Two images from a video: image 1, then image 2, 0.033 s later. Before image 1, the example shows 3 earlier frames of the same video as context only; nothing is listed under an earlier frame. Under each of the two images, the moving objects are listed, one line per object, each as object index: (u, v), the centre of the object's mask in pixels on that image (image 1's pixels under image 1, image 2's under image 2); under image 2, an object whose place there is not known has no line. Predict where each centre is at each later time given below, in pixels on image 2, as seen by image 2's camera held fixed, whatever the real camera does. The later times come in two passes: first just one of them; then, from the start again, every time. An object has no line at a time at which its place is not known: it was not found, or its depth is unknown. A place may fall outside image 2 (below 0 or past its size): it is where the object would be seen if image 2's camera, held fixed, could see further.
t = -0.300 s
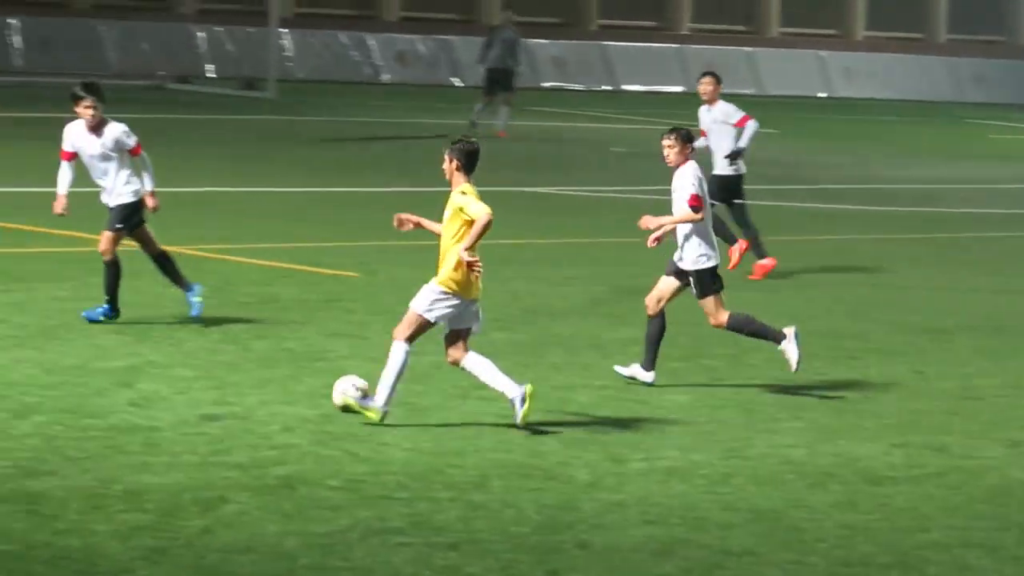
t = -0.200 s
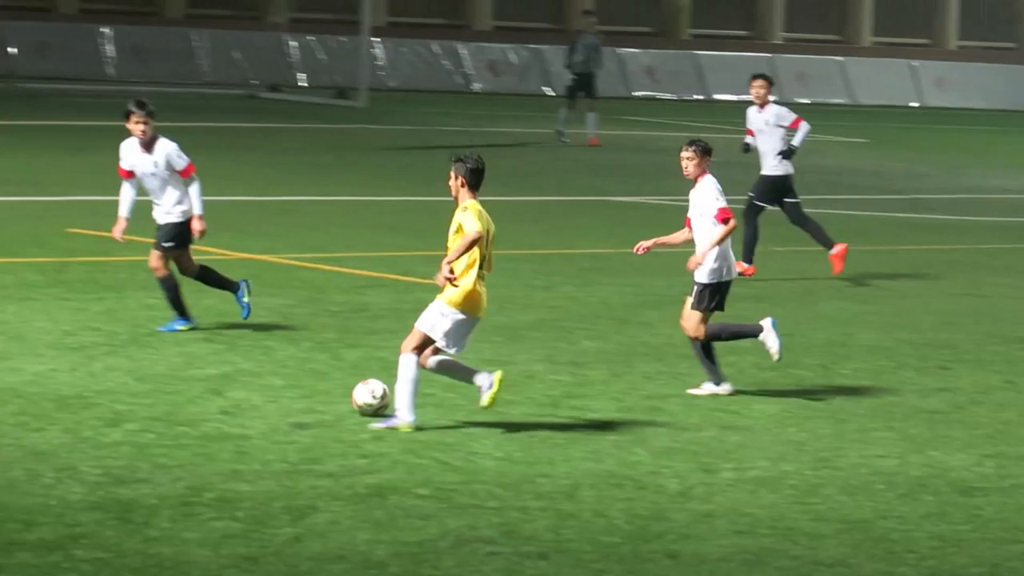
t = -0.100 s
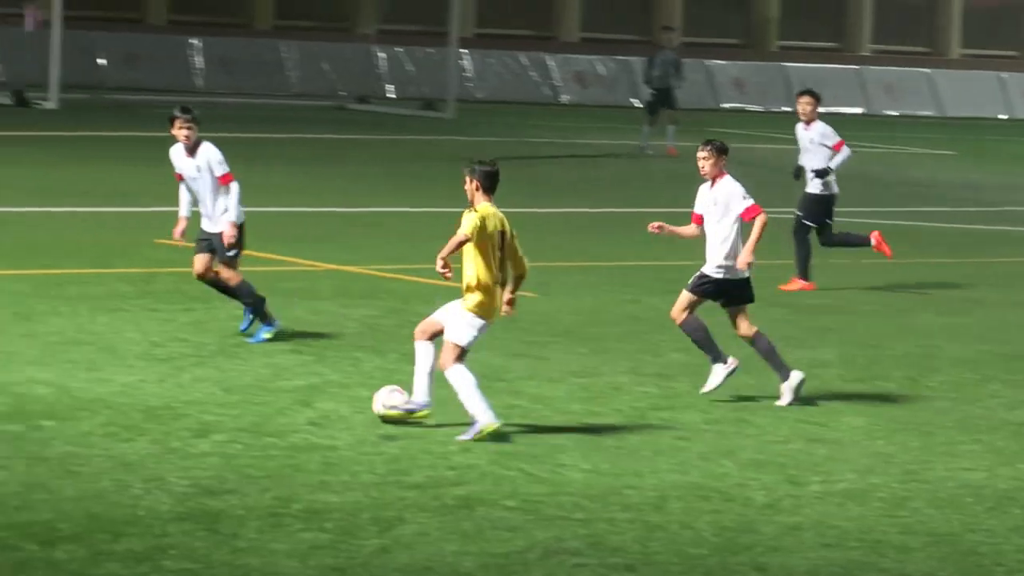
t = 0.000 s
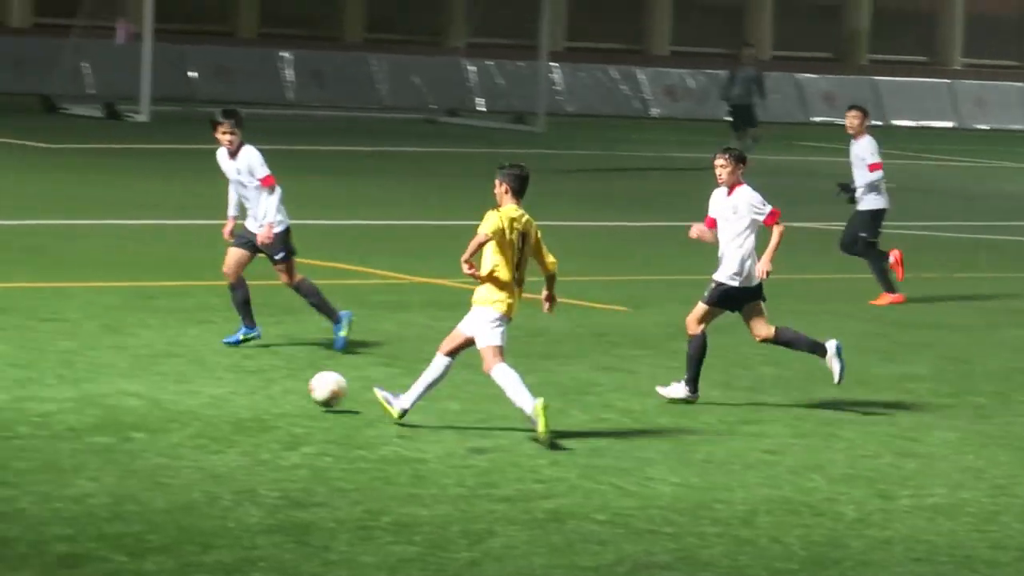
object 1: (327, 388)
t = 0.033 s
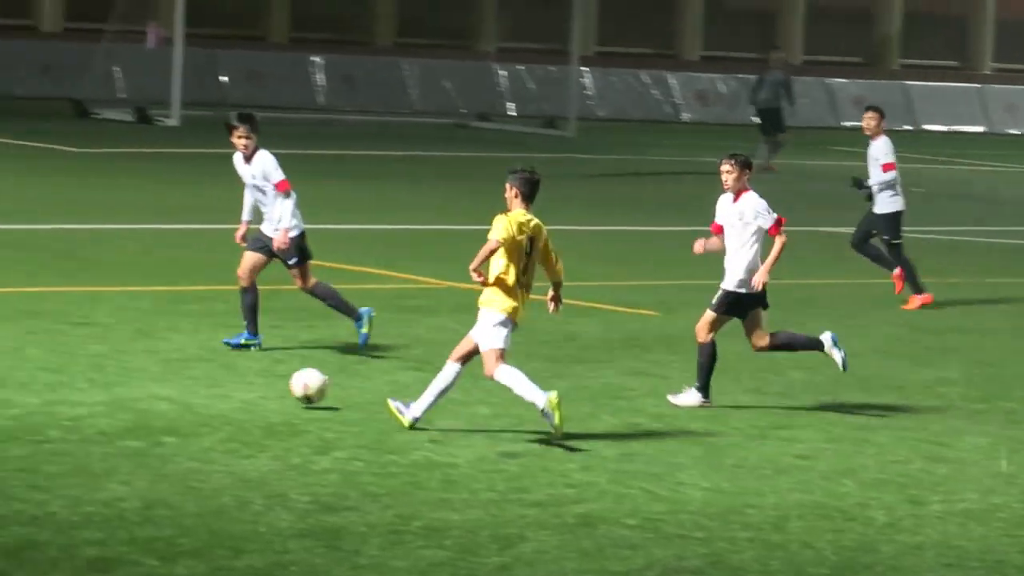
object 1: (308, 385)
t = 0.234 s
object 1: (46, 343)
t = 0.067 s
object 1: (260, 380)
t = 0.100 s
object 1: (213, 375)
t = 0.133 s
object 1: (169, 366)
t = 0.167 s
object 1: (127, 356)
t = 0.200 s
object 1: (86, 348)
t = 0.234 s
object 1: (46, 343)
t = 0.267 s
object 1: (7, 340)
